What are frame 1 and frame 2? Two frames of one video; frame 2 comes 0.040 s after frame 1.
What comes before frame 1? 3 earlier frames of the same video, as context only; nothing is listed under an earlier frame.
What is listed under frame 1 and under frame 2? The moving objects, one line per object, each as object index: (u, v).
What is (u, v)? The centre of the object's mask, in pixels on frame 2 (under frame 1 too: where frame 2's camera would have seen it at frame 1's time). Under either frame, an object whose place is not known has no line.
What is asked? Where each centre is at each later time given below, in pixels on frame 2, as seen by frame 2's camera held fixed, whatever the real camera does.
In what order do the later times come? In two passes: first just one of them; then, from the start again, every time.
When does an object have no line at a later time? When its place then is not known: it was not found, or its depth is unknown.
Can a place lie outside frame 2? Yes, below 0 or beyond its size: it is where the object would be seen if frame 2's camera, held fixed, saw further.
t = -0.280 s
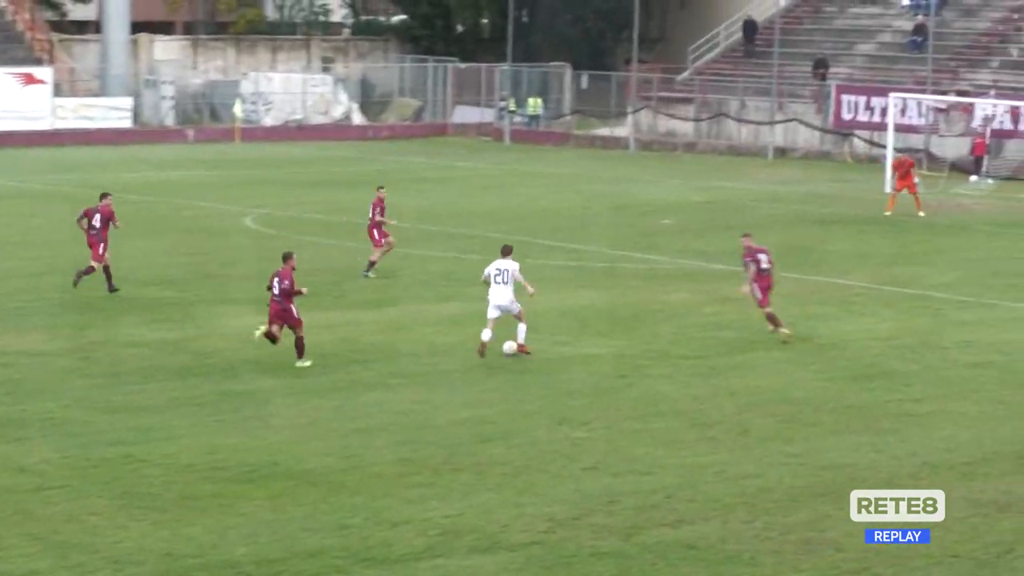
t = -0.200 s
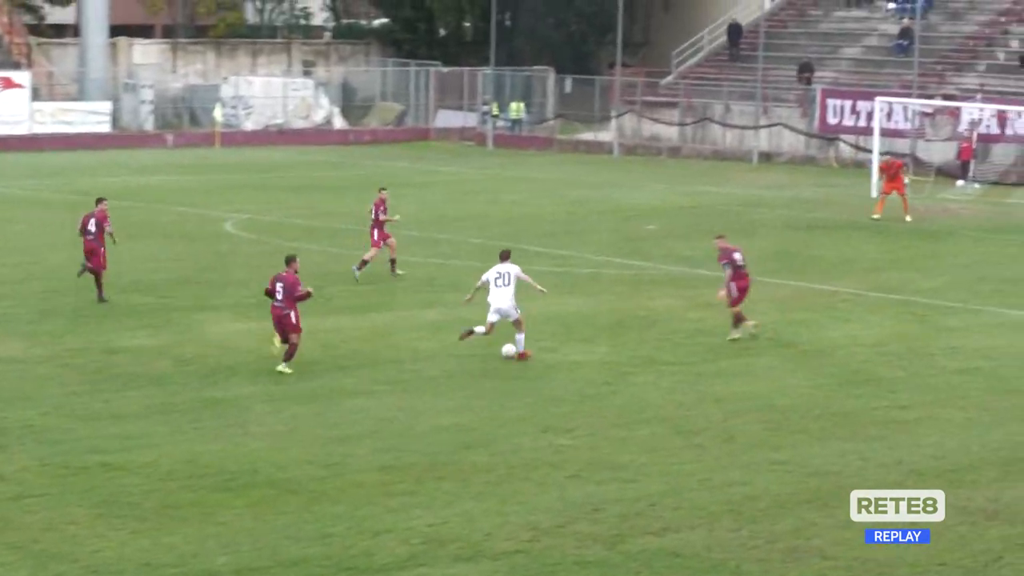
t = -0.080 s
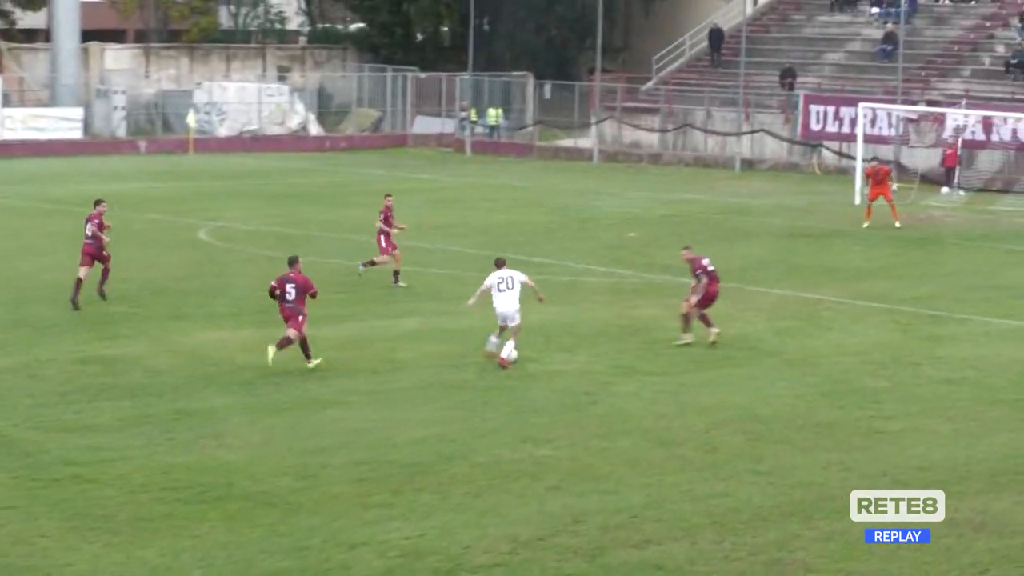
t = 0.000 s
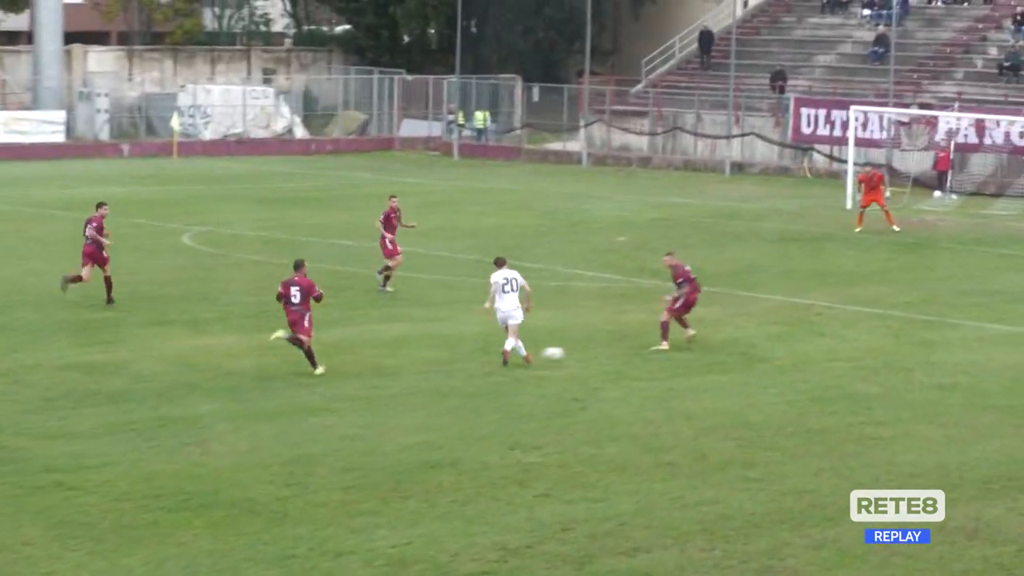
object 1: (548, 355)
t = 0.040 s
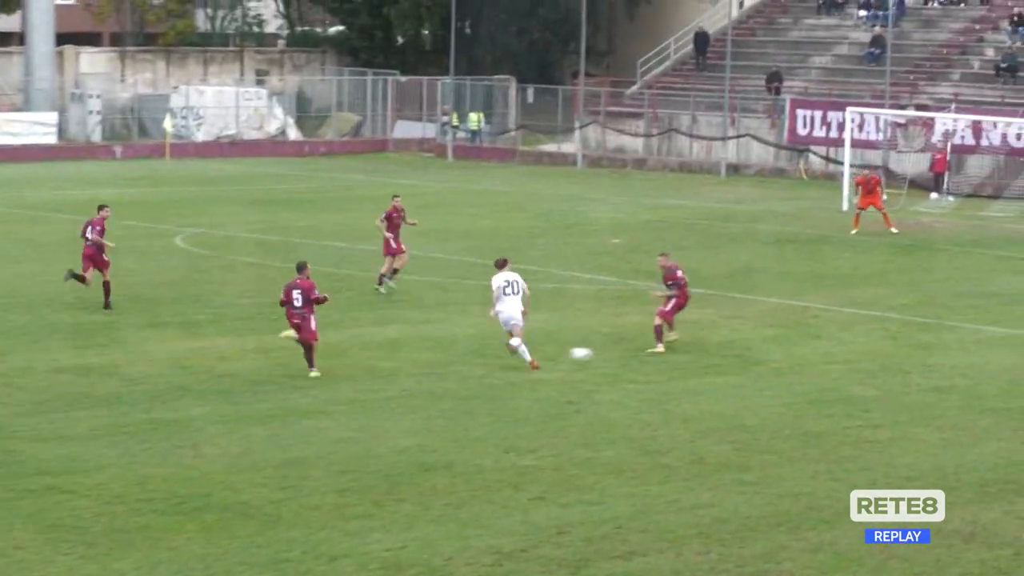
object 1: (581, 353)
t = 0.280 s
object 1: (757, 352)
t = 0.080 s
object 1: (612, 352)
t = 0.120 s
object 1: (644, 354)
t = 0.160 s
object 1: (677, 356)
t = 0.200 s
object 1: (706, 358)
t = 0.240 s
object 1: (732, 354)
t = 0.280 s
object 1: (757, 352)
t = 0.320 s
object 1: (780, 350)
